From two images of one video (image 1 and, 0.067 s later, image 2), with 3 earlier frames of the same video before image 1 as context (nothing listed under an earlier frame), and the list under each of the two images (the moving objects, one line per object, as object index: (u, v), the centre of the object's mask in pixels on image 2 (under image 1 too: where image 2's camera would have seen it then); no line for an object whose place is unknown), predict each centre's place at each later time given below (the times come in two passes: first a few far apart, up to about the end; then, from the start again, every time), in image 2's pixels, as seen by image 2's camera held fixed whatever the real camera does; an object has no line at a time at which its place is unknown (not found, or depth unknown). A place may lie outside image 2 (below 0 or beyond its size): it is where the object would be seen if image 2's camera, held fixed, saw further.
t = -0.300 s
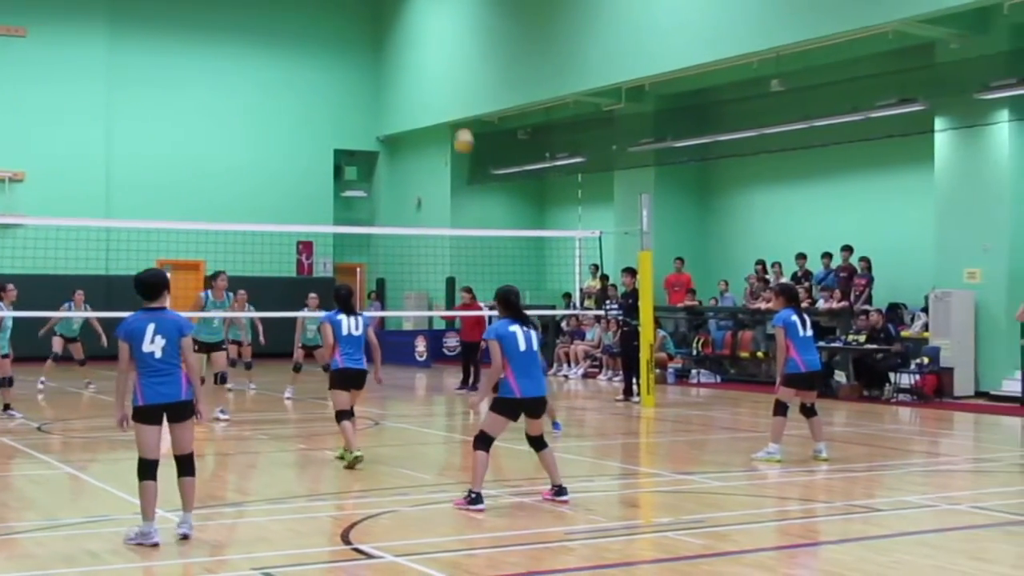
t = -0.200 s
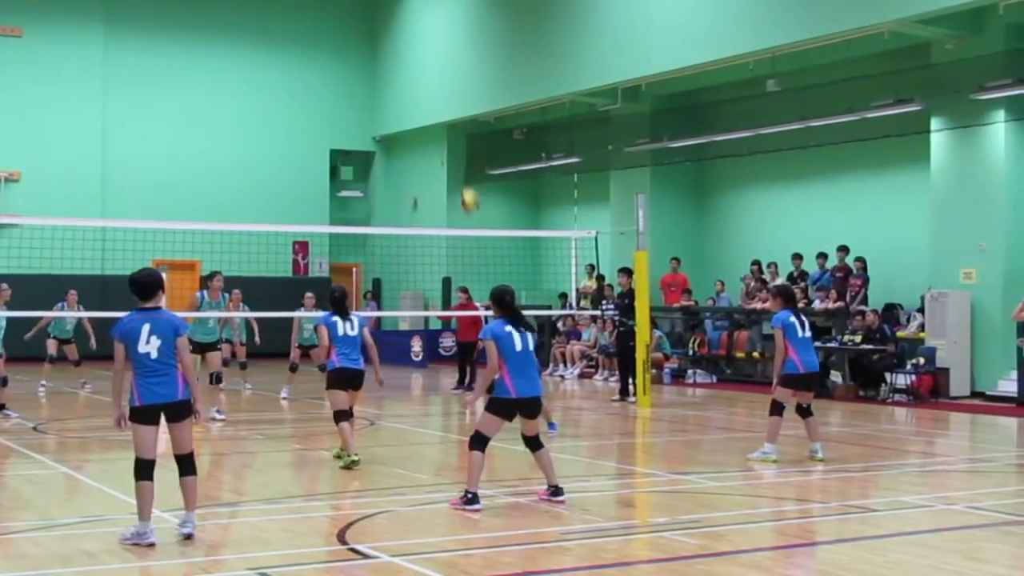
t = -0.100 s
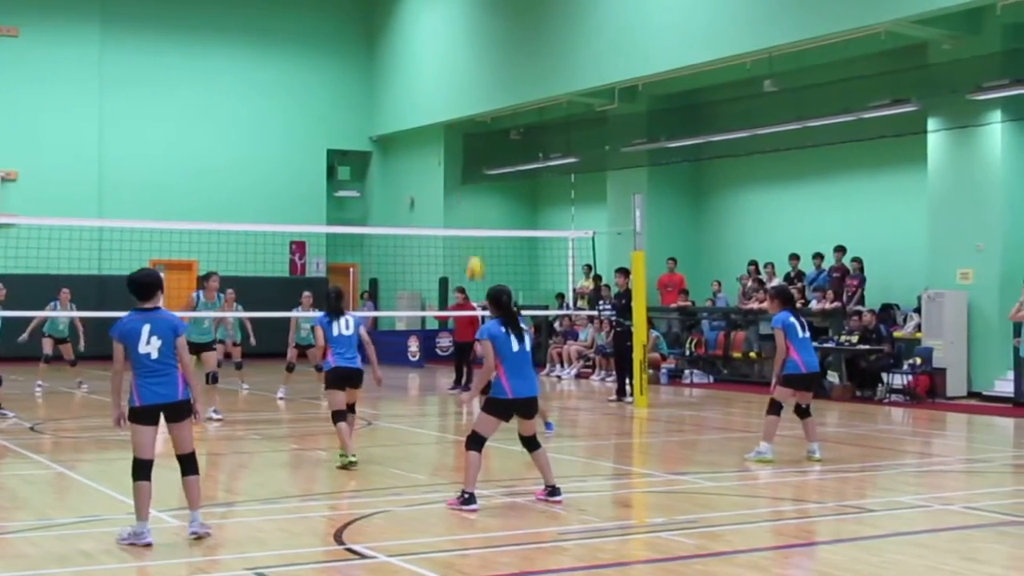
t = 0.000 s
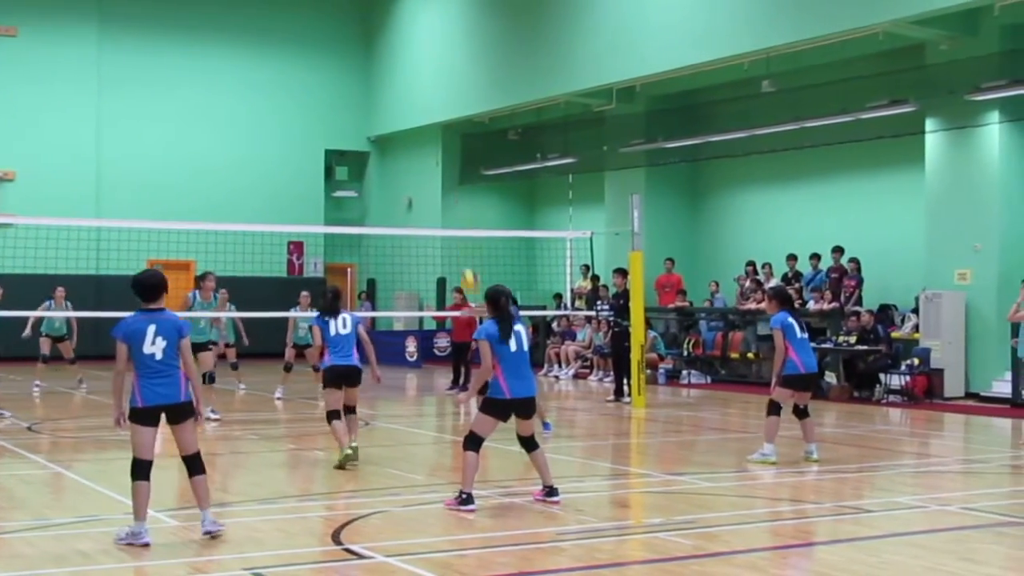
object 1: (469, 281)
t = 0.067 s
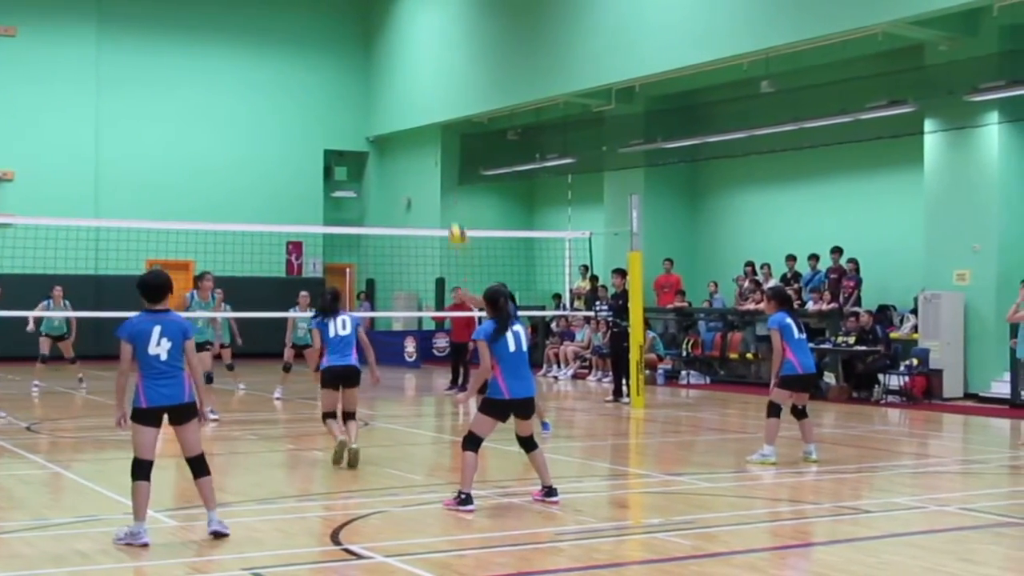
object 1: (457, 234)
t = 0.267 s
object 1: (427, 124)
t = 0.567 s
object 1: (384, 34)
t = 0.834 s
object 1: (346, 25)
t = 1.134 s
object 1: (305, 99)
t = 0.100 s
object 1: (452, 212)
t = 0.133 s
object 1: (447, 193)
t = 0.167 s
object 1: (442, 173)
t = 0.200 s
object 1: (437, 155)
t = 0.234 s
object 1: (432, 139)
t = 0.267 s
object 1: (427, 124)
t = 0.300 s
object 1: (422, 110)
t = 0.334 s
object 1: (418, 97)
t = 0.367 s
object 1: (413, 85)
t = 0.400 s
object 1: (408, 73)
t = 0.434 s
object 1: (403, 64)
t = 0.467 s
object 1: (398, 55)
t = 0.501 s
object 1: (394, 46)
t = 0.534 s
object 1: (388, 39)
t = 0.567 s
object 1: (384, 34)
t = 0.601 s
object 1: (380, 29)
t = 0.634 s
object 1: (375, 25)
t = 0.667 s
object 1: (370, 23)
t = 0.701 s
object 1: (365, 21)
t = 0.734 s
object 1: (360, 21)
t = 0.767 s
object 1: (355, 21)
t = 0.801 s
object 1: (351, 22)
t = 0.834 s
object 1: (346, 25)
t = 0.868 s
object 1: (341, 30)
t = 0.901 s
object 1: (336, 34)
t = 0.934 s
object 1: (332, 40)
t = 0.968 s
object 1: (328, 47)
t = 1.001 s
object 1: (323, 55)
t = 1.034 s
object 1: (318, 64)
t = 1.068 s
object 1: (314, 74)
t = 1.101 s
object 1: (309, 86)
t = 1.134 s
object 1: (305, 99)
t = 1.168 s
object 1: (300, 112)
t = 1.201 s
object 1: (295, 126)
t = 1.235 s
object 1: (290, 142)
